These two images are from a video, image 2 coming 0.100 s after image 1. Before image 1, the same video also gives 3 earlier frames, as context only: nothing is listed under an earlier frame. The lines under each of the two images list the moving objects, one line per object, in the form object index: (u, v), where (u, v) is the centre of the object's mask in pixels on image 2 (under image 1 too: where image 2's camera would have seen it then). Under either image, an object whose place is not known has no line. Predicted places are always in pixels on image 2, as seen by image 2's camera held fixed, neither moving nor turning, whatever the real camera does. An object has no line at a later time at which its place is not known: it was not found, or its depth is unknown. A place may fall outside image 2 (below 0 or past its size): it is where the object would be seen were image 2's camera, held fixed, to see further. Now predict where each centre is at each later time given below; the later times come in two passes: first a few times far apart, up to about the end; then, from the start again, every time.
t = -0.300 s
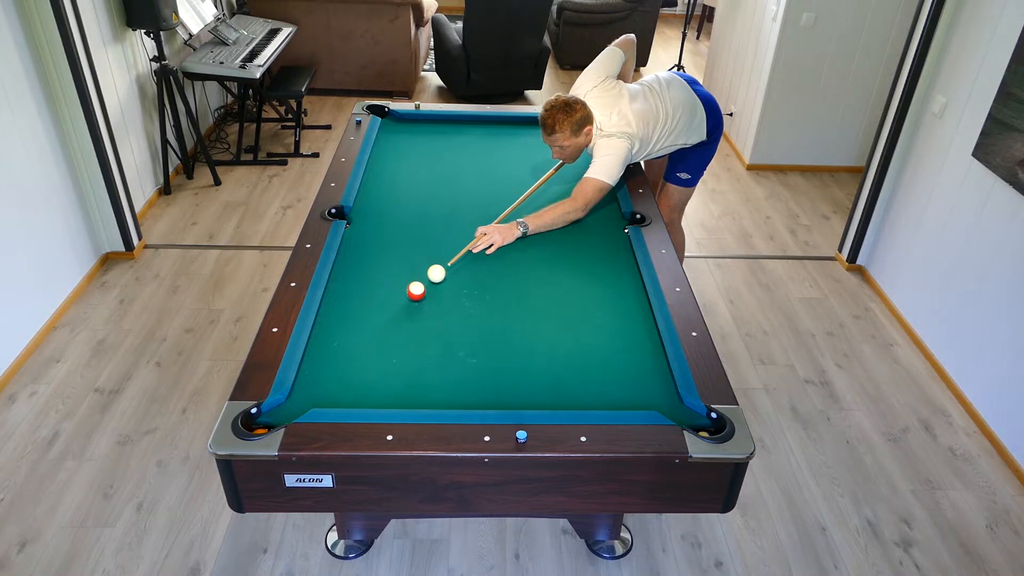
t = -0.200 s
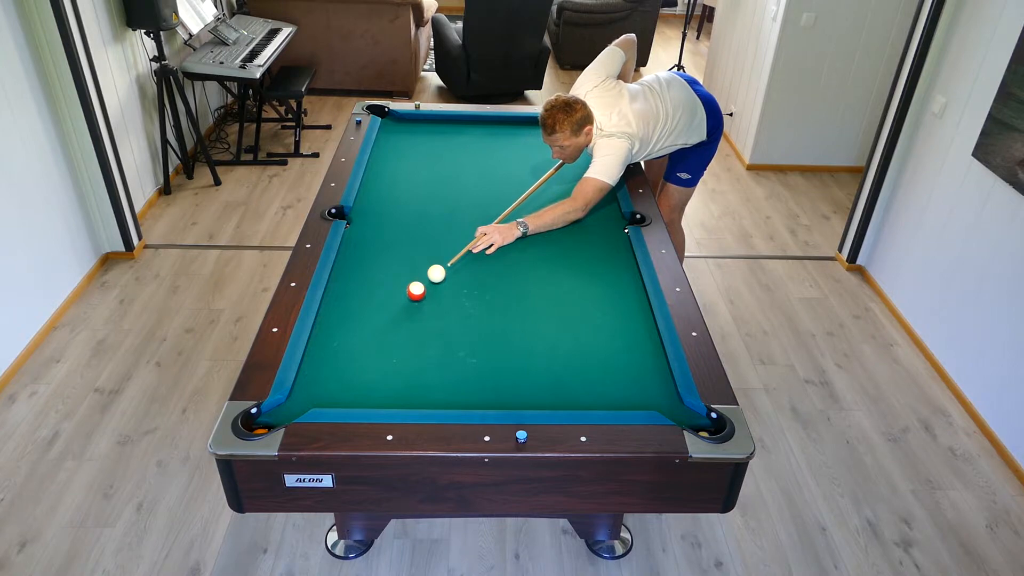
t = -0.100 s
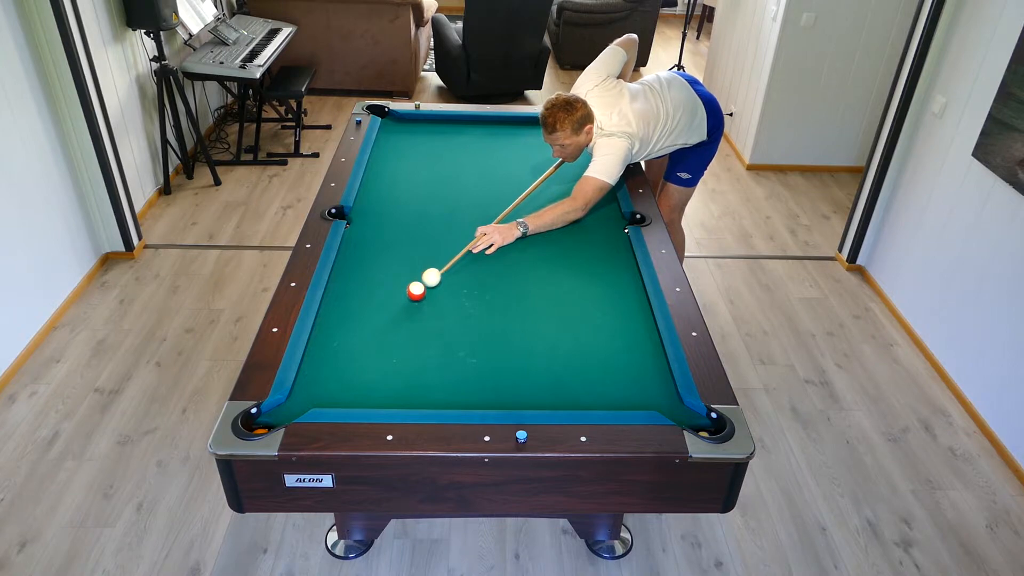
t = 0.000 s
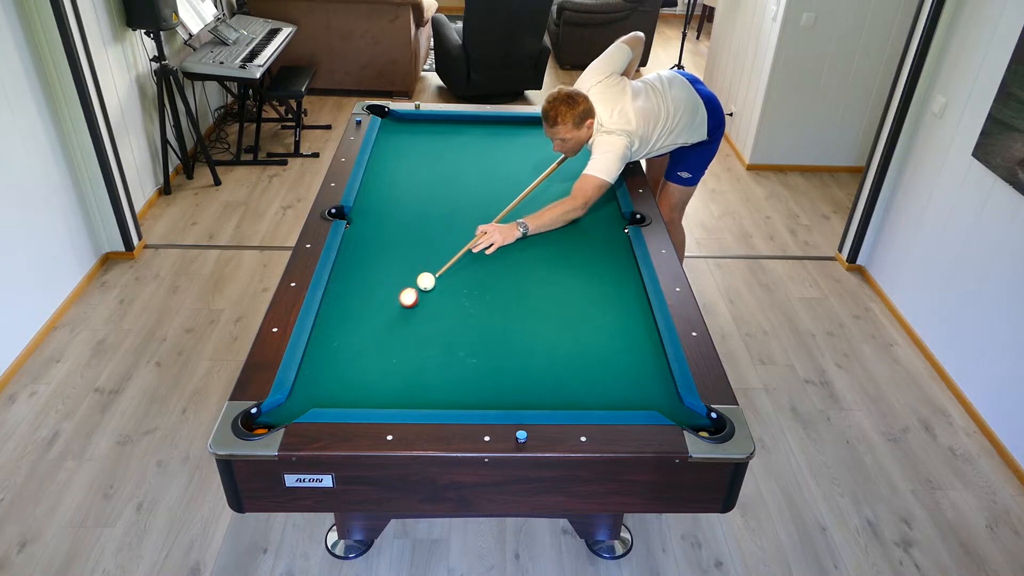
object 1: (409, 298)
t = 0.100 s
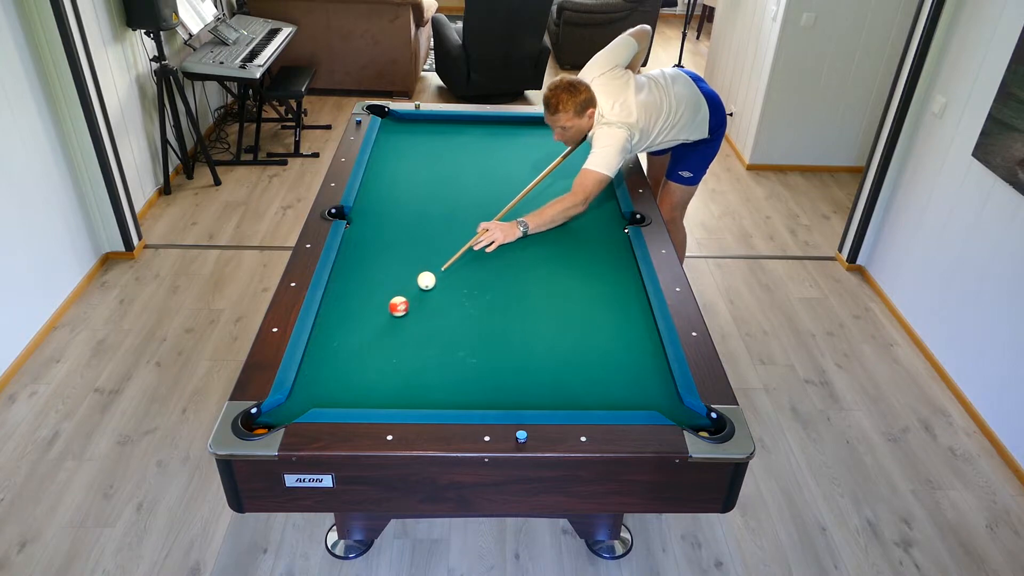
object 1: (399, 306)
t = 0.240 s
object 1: (384, 319)
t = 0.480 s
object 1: (359, 342)
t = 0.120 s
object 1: (397, 308)
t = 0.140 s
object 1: (394, 310)
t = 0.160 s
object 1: (392, 312)
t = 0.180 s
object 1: (390, 314)
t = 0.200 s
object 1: (388, 315)
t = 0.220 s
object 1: (386, 317)
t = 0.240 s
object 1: (384, 319)
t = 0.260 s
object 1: (382, 321)
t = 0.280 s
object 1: (380, 323)
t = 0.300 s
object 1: (378, 325)
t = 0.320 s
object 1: (376, 327)
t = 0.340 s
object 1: (374, 329)
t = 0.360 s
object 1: (372, 331)
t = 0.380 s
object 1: (370, 332)
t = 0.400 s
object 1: (368, 334)
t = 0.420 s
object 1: (366, 336)
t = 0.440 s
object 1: (364, 338)
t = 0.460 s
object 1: (362, 340)
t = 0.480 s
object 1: (359, 342)
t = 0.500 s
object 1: (357, 344)
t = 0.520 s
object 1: (355, 346)
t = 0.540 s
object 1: (353, 348)
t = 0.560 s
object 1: (350, 350)
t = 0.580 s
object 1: (348, 351)
